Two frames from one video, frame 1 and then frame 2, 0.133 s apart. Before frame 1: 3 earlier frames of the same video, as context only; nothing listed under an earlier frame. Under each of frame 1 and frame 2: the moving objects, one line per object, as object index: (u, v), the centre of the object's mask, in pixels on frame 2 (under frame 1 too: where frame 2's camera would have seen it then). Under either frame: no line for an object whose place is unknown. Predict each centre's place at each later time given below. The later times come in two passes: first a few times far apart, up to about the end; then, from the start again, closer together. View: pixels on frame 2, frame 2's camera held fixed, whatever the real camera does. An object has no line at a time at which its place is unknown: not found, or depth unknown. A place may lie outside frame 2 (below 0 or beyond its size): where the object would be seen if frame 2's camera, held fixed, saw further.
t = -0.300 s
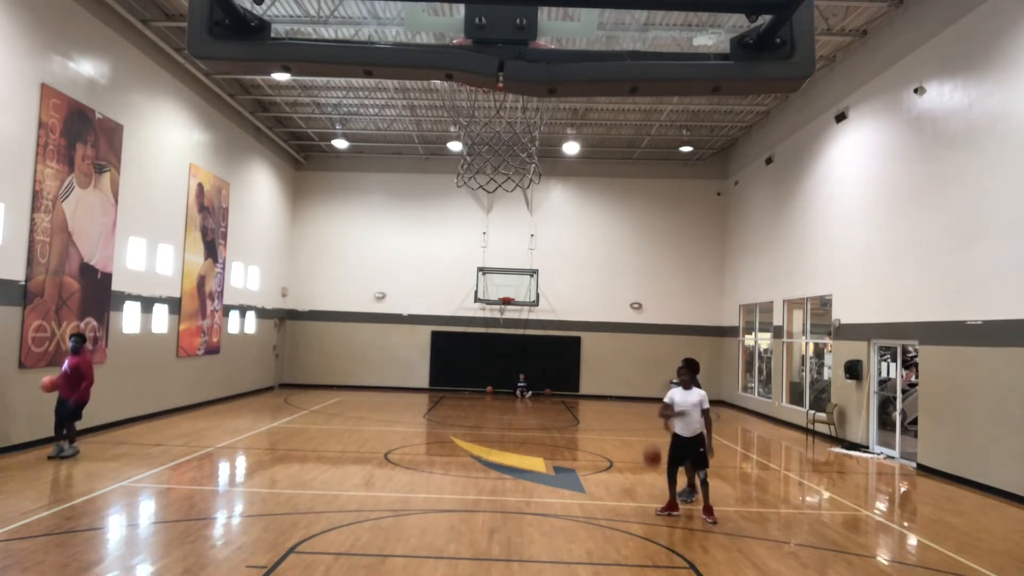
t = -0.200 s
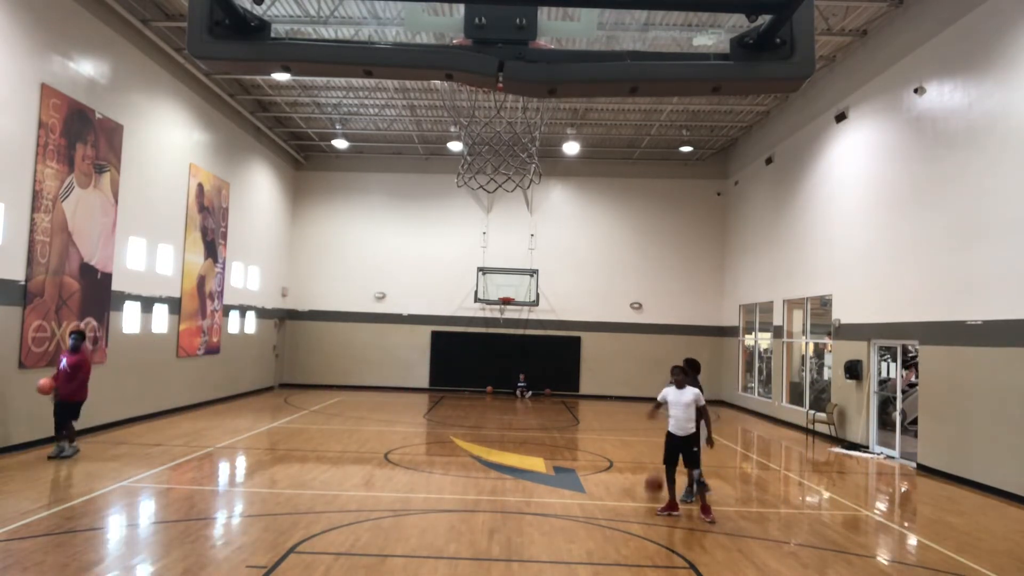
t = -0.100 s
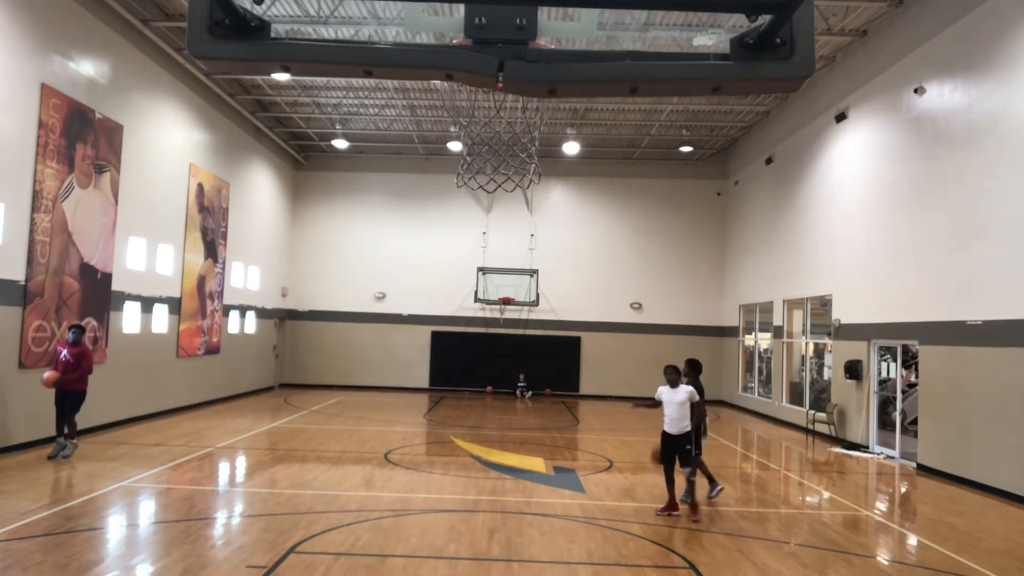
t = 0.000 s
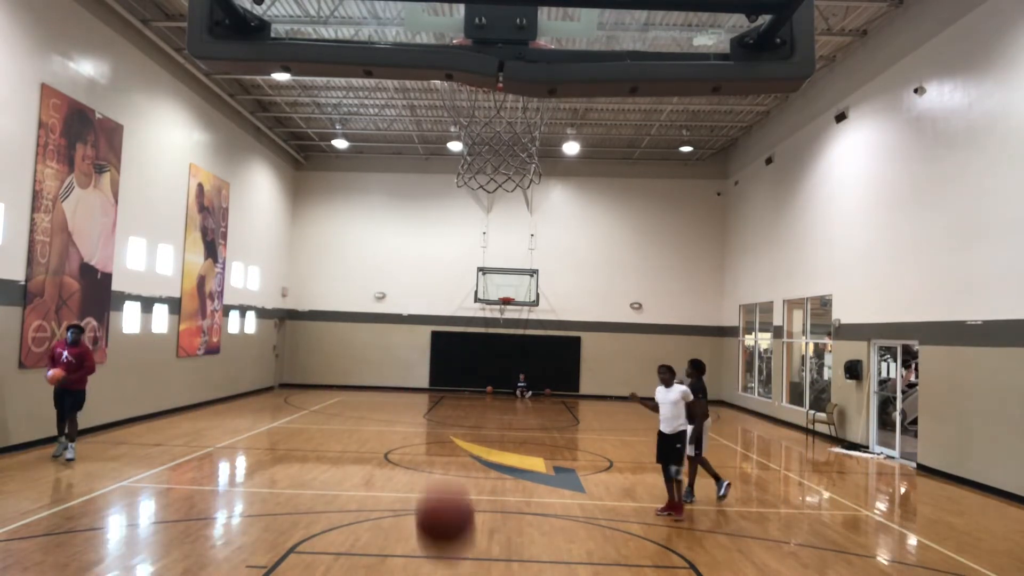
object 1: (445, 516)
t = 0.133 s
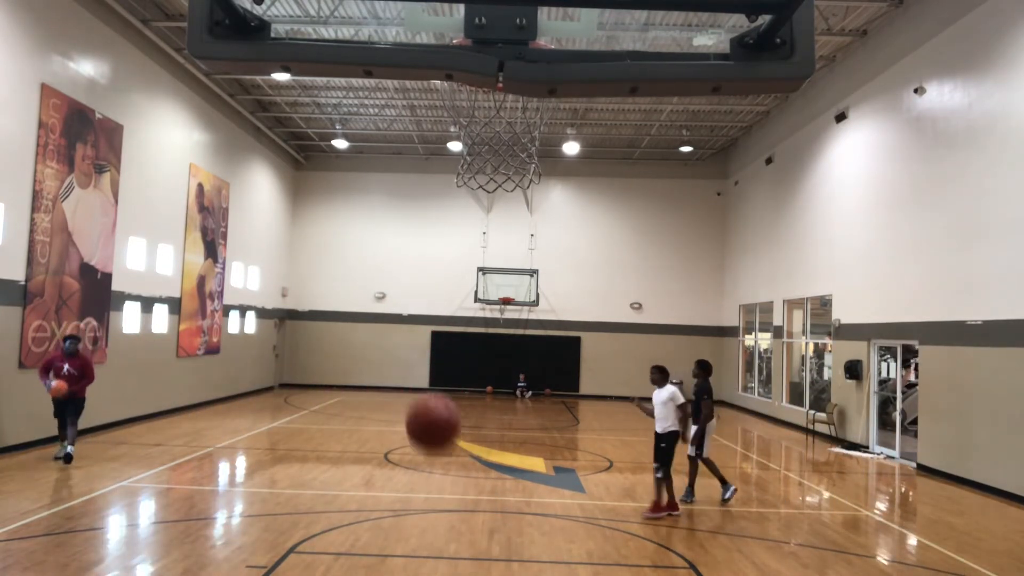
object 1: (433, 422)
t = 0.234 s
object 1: (424, 387)
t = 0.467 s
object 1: (402, 391)
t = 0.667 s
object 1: (381, 468)
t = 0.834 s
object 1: (366, 566)
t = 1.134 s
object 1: (354, 530)
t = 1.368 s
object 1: (349, 478)
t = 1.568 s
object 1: (342, 499)
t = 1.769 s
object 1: (333, 565)
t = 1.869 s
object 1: (331, 561)
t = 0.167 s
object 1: (430, 407)
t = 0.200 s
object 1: (426, 395)
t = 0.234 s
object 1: (424, 387)
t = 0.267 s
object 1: (420, 381)
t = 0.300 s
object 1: (417, 377)
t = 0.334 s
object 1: (414, 376)
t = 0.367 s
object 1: (411, 377)
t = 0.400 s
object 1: (408, 379)
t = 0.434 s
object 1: (406, 384)
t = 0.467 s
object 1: (402, 391)
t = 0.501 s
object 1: (398, 399)
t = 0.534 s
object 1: (395, 410)
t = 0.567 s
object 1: (392, 422)
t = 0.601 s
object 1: (388, 436)
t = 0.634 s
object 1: (385, 450)
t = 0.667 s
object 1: (381, 468)
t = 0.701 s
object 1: (379, 485)
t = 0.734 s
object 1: (375, 506)
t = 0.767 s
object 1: (372, 526)
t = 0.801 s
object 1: (369, 548)
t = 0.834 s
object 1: (366, 566)
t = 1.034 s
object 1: (356, 569)
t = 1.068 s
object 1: (355, 560)
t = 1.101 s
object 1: (354, 546)
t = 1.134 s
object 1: (354, 530)
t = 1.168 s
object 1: (353, 516)
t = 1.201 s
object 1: (353, 506)
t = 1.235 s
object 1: (353, 496)
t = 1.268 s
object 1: (352, 489)
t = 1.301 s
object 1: (351, 484)
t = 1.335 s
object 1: (350, 480)
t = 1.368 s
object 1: (349, 478)
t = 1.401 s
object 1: (348, 478)
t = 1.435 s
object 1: (347, 479)
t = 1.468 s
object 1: (346, 482)
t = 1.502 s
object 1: (345, 486)
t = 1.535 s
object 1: (343, 491)
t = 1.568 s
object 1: (342, 499)
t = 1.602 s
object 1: (341, 507)
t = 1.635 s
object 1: (339, 517)
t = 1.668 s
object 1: (338, 529)
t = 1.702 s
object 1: (336, 541)
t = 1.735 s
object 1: (334, 554)
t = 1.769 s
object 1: (333, 565)
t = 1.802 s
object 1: (333, 572)
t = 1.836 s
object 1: (331, 569)
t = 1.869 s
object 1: (331, 561)
